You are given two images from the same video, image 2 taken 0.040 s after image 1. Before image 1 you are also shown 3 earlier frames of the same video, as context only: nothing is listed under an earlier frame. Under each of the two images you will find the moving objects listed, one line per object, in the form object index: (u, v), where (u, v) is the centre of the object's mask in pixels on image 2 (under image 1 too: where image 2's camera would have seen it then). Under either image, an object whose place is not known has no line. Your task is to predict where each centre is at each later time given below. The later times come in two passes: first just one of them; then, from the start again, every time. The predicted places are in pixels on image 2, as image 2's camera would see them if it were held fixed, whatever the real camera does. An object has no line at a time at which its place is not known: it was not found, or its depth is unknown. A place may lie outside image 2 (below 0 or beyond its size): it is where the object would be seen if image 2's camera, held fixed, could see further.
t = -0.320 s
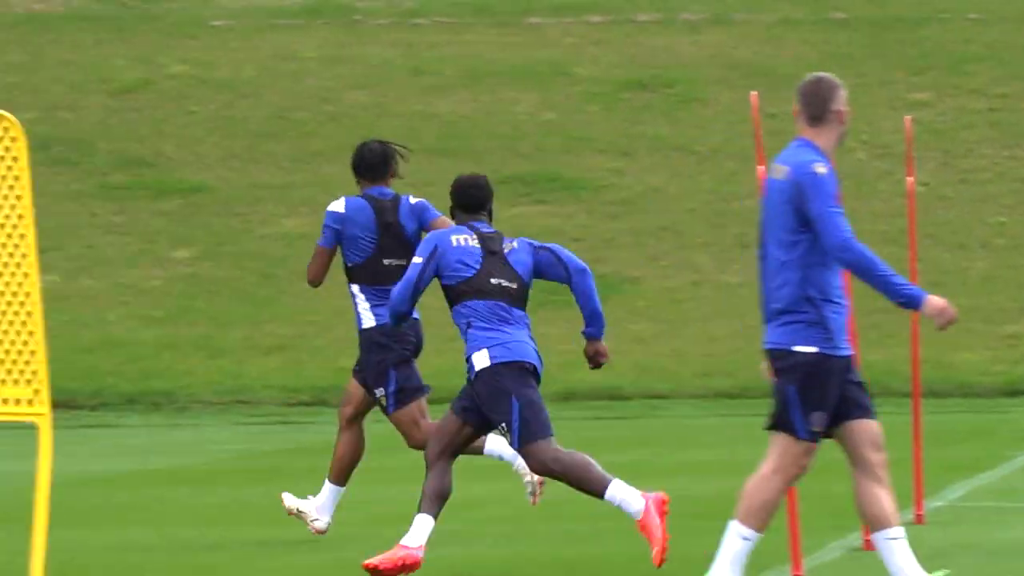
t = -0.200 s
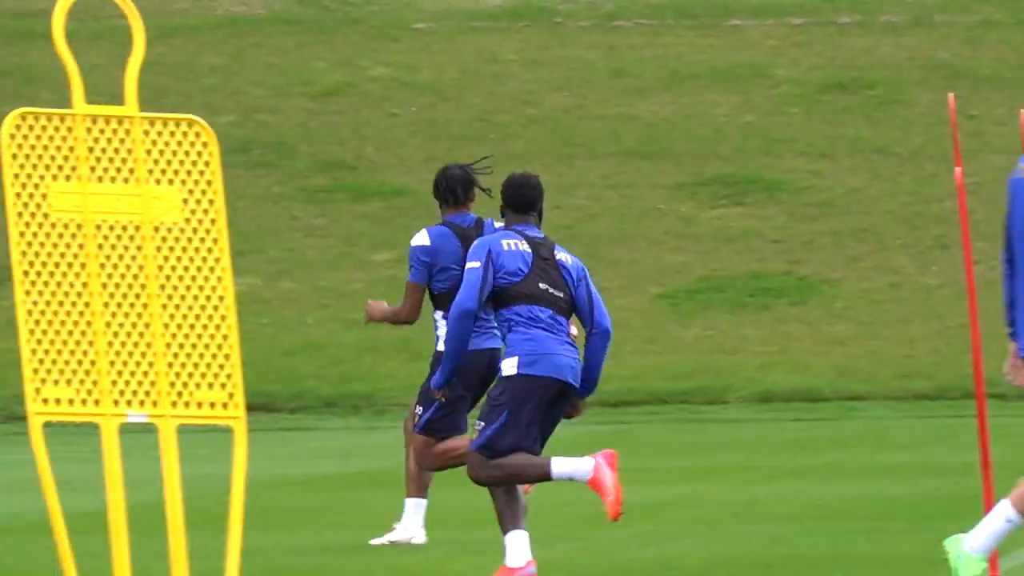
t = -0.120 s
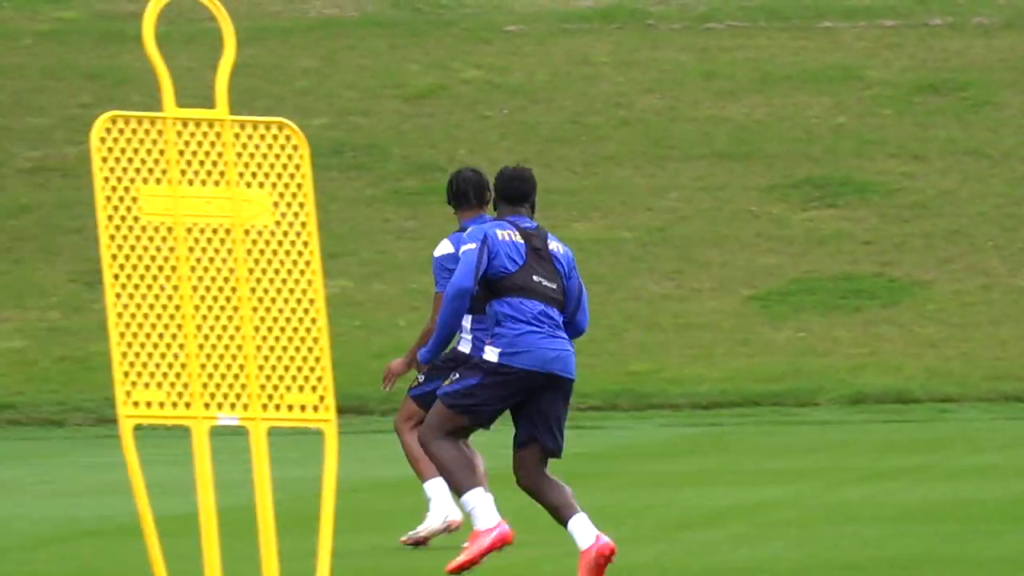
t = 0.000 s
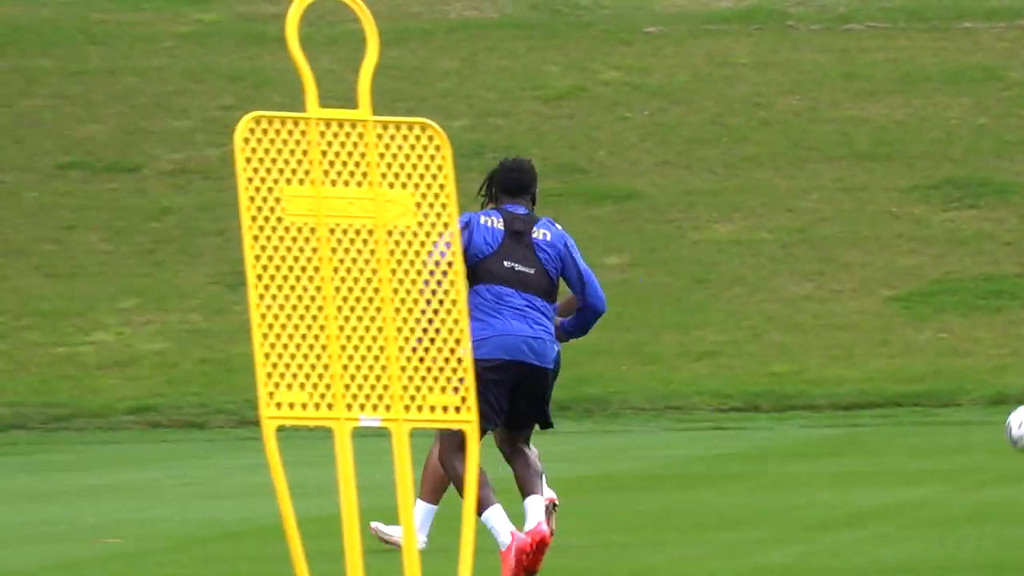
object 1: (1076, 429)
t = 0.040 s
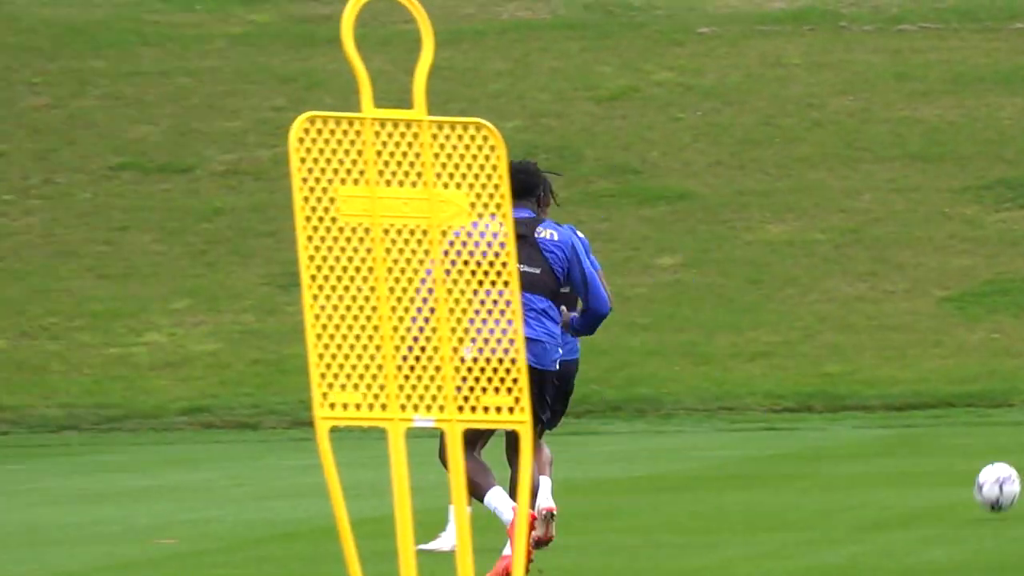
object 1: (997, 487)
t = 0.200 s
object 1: (716, 378)
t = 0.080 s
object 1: (918, 479)
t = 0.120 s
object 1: (848, 441)
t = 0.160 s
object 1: (781, 407)
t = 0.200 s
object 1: (716, 378)
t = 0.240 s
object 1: (649, 351)
